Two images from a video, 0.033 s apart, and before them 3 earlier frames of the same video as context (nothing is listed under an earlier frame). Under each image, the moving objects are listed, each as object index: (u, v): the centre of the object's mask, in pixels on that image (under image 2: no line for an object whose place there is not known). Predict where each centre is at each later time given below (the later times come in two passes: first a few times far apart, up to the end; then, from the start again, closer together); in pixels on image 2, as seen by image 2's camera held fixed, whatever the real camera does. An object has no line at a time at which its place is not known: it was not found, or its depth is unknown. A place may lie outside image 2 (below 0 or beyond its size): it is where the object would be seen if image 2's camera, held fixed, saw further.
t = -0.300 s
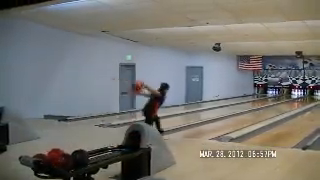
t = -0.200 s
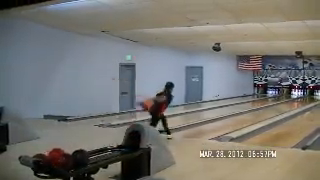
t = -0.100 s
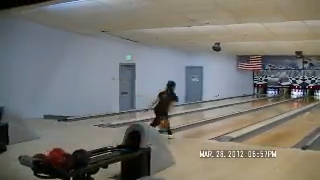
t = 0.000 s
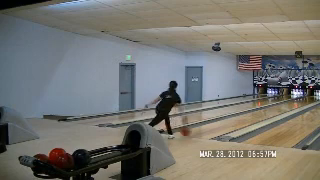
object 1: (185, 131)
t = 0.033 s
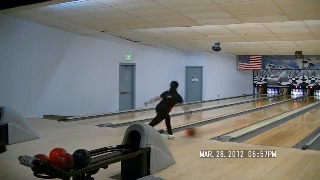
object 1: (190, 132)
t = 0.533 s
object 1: (251, 115)
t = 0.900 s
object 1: (276, 108)
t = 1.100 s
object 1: (285, 106)
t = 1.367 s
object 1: (295, 103)
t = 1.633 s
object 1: (306, 99)
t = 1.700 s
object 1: (307, 99)
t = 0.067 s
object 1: (196, 130)
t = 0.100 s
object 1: (202, 129)
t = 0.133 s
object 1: (207, 128)
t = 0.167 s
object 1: (212, 126)
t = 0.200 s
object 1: (216, 125)
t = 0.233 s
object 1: (220, 124)
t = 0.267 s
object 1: (225, 122)
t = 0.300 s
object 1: (229, 122)
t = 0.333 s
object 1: (232, 120)
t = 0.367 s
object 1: (236, 119)
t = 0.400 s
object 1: (239, 119)
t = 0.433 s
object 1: (243, 117)
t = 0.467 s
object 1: (245, 117)
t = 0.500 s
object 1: (249, 116)
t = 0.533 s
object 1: (251, 115)
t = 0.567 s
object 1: (254, 114)
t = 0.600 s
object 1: (257, 114)
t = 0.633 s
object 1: (259, 113)
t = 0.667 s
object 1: (261, 113)
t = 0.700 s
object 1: (264, 112)
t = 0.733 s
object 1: (266, 111)
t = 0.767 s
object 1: (268, 110)
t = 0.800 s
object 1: (270, 110)
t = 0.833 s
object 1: (272, 109)
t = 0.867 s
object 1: (274, 109)
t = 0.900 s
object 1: (276, 108)
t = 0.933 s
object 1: (277, 108)
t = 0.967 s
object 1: (279, 108)
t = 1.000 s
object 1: (281, 107)
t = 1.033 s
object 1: (283, 106)
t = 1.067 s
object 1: (284, 106)
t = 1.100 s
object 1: (285, 106)
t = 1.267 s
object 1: (293, 104)
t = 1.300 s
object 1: (295, 105)
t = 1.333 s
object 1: (295, 105)
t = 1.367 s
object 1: (295, 103)
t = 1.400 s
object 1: (296, 105)
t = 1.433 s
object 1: (296, 104)
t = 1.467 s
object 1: (299, 102)
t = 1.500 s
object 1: (301, 102)
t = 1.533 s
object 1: (304, 100)
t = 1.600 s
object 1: (305, 99)
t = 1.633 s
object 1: (306, 99)
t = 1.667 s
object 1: (305, 98)
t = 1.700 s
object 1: (307, 99)
